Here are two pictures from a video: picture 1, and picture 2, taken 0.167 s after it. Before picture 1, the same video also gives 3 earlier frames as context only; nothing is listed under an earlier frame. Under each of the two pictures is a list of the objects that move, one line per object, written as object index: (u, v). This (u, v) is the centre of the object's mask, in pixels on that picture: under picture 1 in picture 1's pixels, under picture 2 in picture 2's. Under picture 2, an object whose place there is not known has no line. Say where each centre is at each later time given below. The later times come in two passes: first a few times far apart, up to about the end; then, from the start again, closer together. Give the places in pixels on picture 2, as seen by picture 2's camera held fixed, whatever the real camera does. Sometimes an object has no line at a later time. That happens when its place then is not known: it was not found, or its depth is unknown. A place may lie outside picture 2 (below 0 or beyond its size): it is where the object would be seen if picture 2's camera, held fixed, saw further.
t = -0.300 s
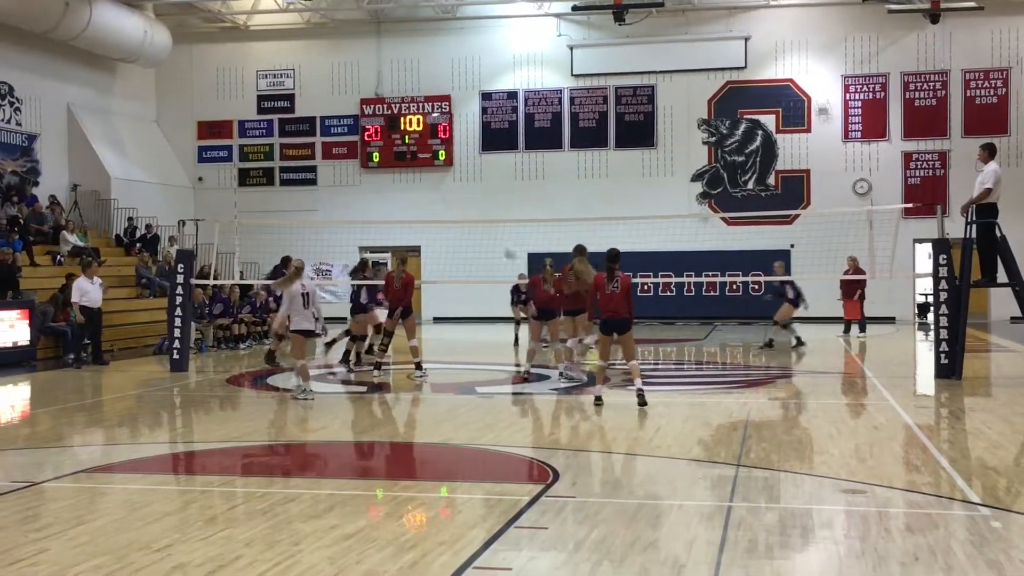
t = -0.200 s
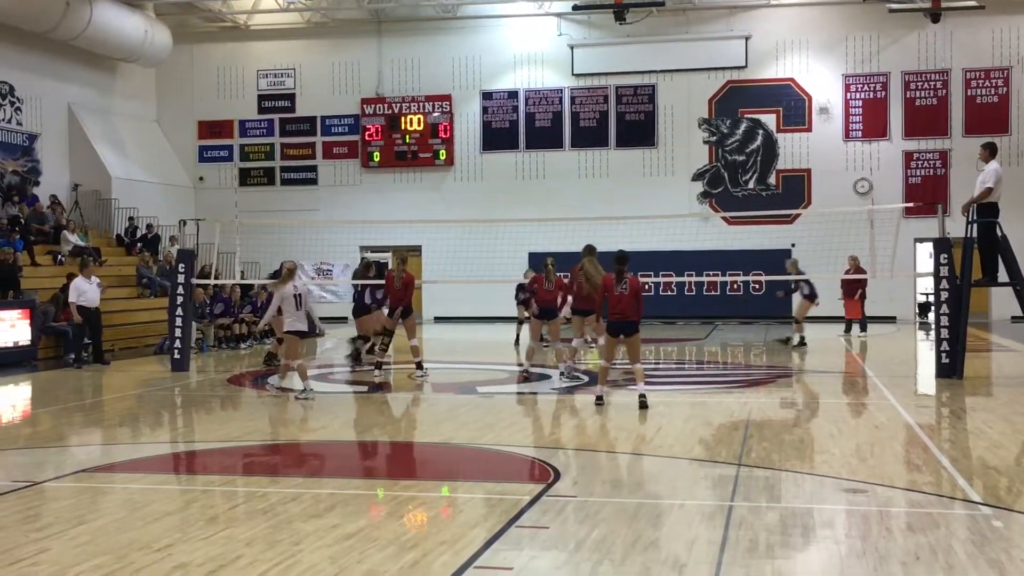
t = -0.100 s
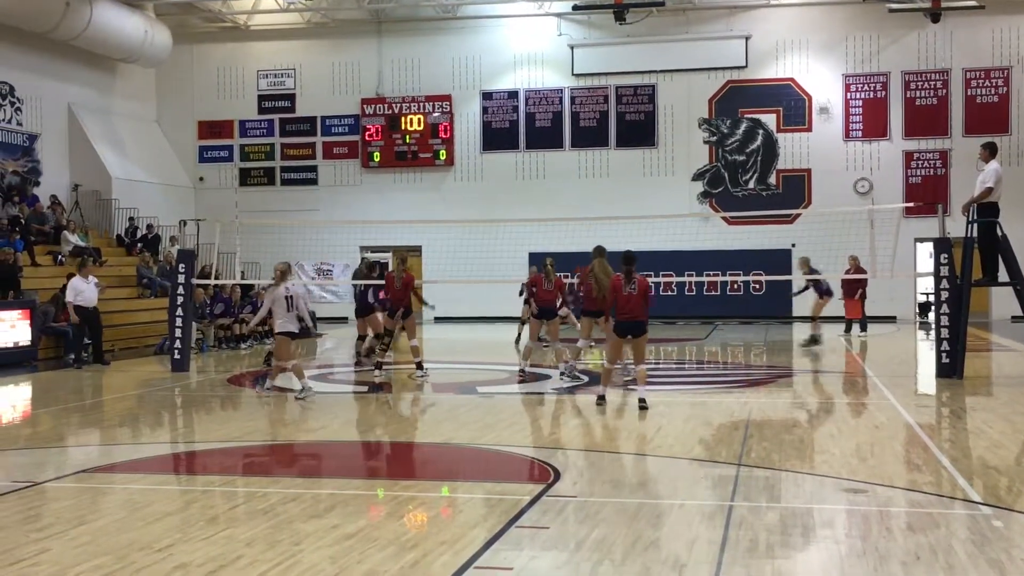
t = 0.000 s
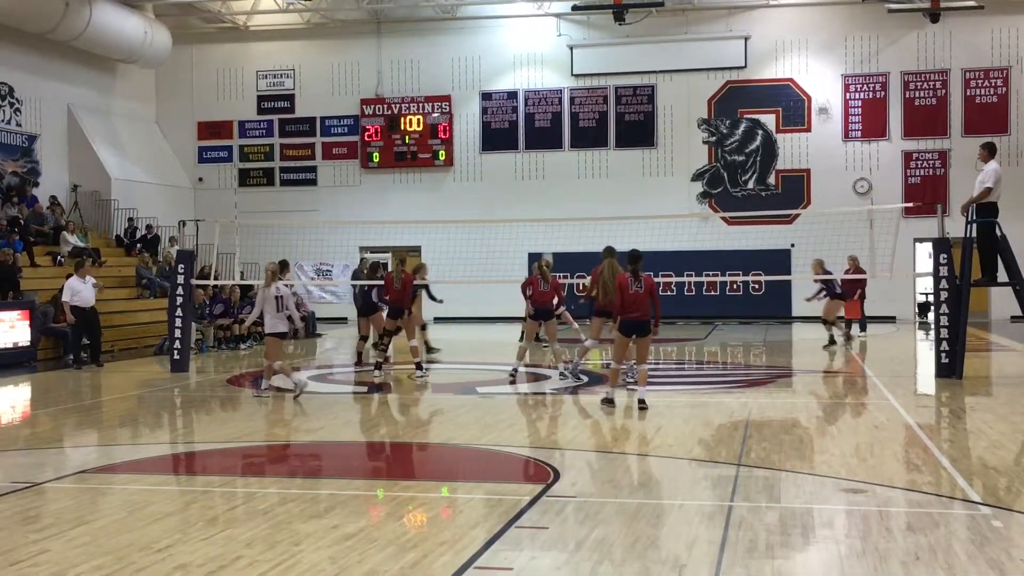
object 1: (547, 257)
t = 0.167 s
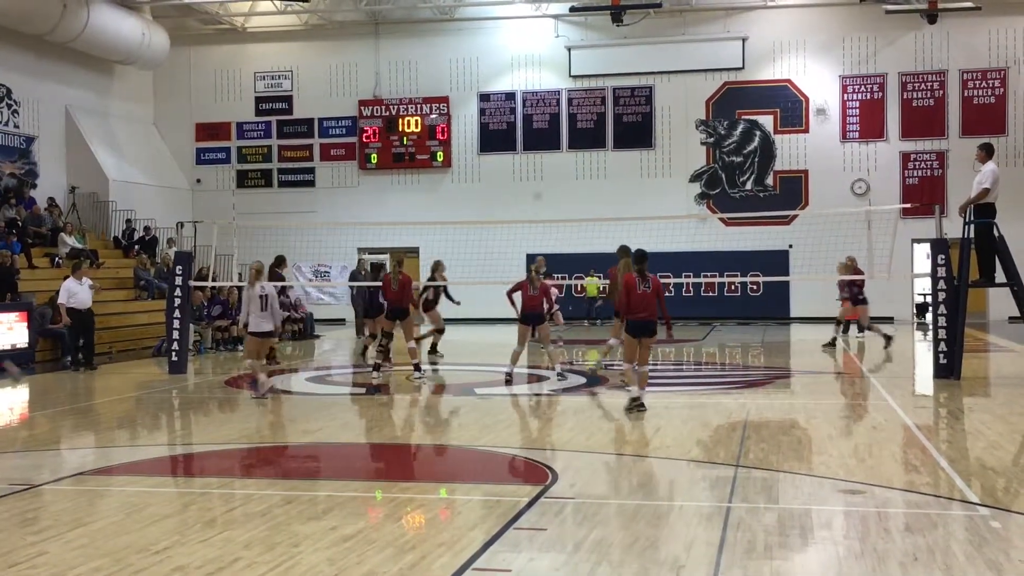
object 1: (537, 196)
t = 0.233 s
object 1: (532, 167)
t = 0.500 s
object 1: (526, 99)
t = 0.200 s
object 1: (535, 181)
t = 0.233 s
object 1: (532, 167)
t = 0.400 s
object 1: (529, 121)
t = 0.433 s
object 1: (528, 114)
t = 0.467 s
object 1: (528, 106)
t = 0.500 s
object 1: (526, 99)
